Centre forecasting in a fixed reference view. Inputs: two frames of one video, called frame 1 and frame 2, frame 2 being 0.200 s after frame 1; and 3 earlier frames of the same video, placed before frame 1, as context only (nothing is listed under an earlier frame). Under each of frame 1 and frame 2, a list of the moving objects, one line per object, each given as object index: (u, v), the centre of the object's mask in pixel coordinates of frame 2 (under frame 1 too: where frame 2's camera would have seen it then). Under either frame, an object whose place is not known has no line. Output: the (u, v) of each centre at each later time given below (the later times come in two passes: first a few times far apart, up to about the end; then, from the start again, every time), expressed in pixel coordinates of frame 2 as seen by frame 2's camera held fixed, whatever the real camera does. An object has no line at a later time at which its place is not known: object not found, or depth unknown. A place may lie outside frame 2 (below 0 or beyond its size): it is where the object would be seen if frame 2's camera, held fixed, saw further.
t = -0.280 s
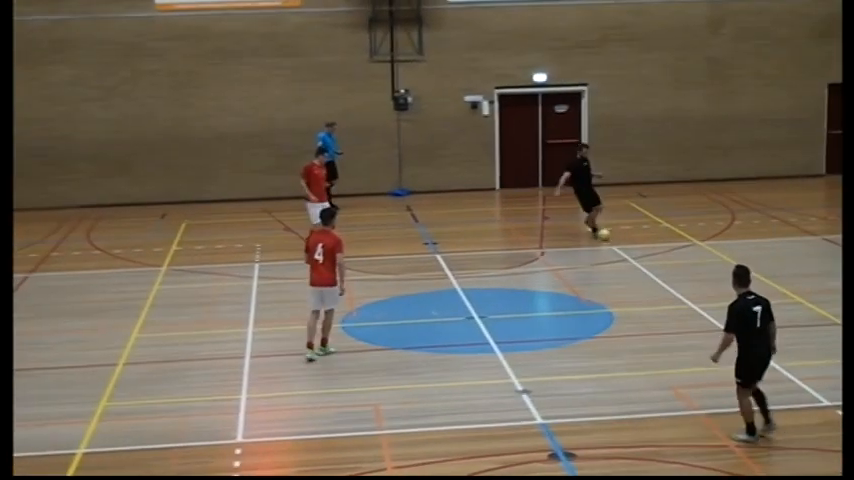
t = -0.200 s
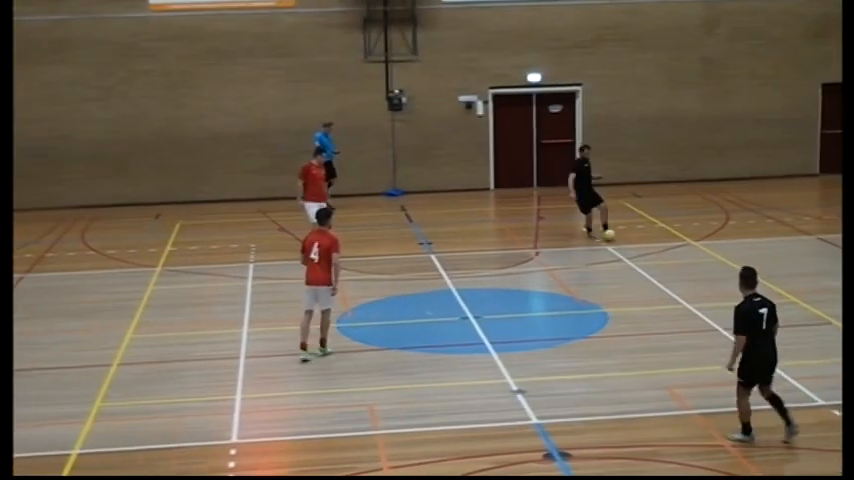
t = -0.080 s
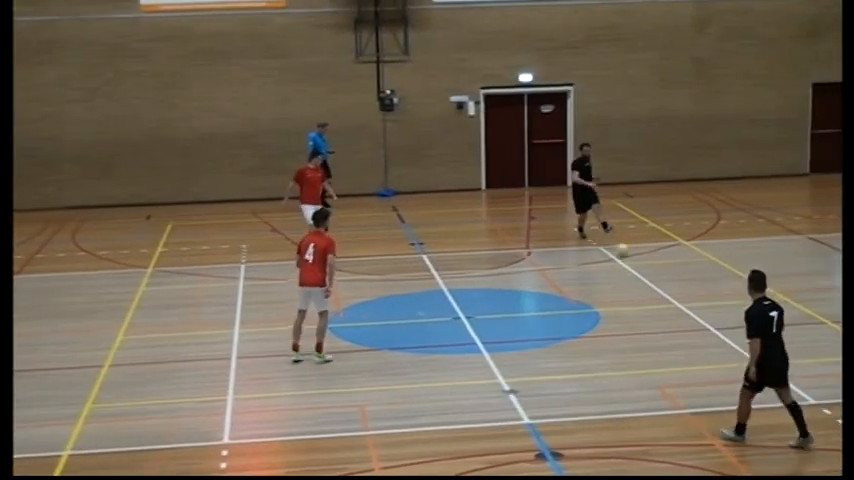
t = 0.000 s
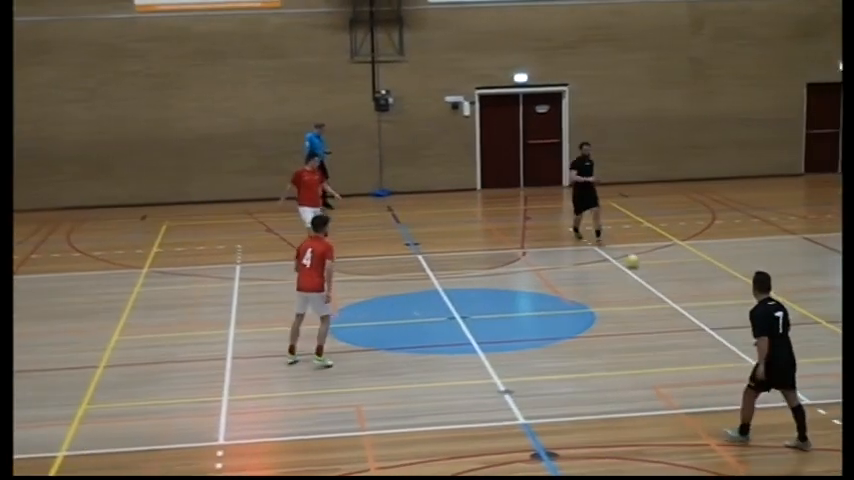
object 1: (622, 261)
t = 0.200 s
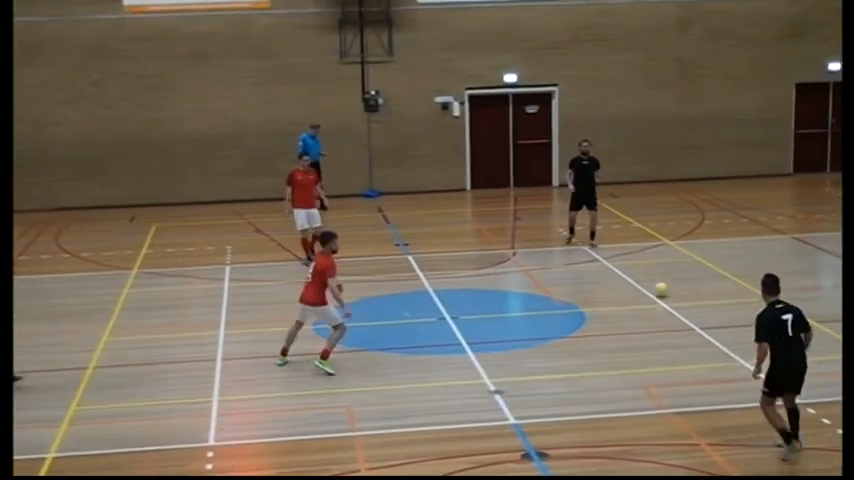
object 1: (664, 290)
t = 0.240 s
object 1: (669, 295)
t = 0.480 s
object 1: (721, 334)
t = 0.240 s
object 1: (669, 295)
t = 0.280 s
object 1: (678, 302)
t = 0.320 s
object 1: (686, 308)
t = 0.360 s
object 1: (696, 314)
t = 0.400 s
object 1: (704, 320)
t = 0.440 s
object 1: (712, 327)
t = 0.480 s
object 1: (721, 334)
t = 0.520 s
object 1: (730, 341)
